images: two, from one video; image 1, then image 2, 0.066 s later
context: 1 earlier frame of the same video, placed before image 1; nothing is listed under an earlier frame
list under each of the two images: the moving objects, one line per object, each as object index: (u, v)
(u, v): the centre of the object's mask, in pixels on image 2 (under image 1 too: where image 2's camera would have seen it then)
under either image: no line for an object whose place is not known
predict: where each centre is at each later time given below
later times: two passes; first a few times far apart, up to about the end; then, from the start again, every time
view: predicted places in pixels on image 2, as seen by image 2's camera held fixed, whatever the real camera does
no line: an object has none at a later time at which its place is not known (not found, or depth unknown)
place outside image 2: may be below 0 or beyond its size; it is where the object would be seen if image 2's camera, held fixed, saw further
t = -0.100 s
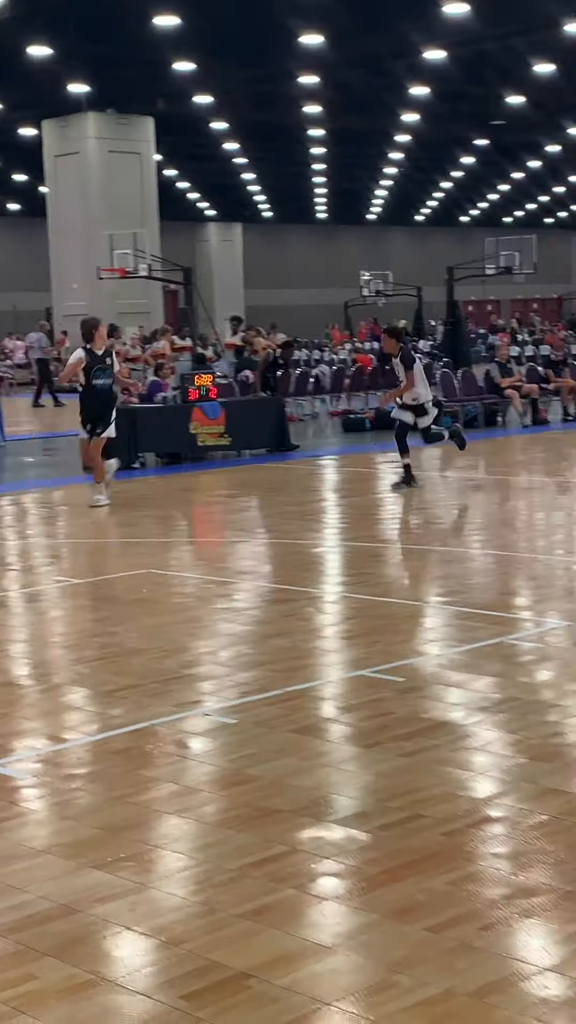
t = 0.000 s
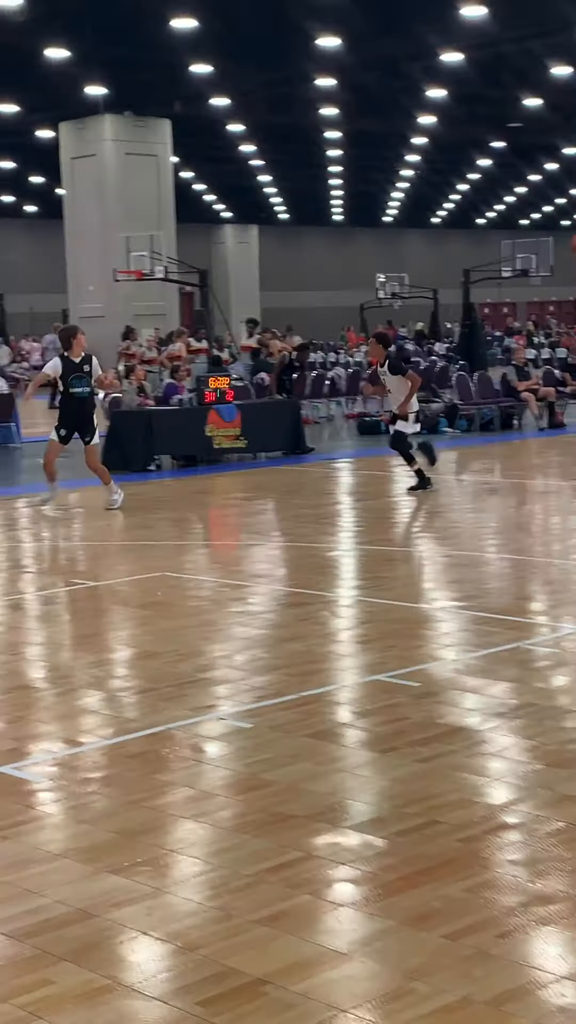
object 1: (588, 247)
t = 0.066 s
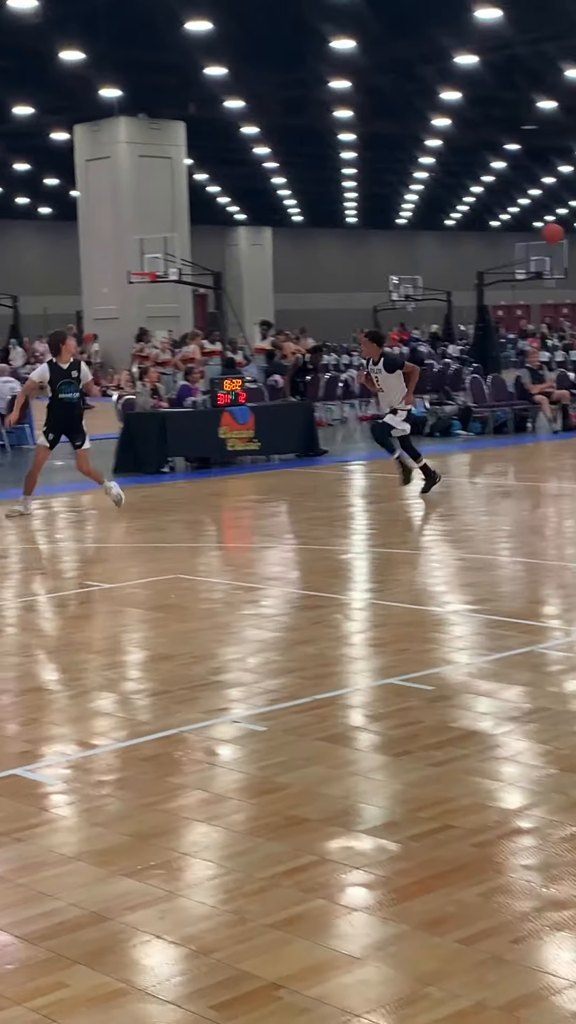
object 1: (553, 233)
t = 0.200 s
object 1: (463, 215)
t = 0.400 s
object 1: (311, 211)
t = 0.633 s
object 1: (96, 254)
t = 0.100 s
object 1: (530, 229)
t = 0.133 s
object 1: (510, 224)
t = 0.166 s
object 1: (486, 218)
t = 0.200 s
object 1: (463, 215)
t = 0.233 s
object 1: (438, 212)
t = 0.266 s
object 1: (416, 211)
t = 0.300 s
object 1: (389, 209)
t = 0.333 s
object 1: (365, 210)
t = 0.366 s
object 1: (336, 210)
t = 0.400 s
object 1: (311, 211)
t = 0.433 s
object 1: (280, 215)
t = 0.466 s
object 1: (253, 217)
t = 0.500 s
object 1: (223, 222)
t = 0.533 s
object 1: (195, 228)
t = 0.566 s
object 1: (162, 236)
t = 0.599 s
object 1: (130, 244)
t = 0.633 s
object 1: (96, 254)
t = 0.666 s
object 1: (63, 266)
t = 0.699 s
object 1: (27, 278)
